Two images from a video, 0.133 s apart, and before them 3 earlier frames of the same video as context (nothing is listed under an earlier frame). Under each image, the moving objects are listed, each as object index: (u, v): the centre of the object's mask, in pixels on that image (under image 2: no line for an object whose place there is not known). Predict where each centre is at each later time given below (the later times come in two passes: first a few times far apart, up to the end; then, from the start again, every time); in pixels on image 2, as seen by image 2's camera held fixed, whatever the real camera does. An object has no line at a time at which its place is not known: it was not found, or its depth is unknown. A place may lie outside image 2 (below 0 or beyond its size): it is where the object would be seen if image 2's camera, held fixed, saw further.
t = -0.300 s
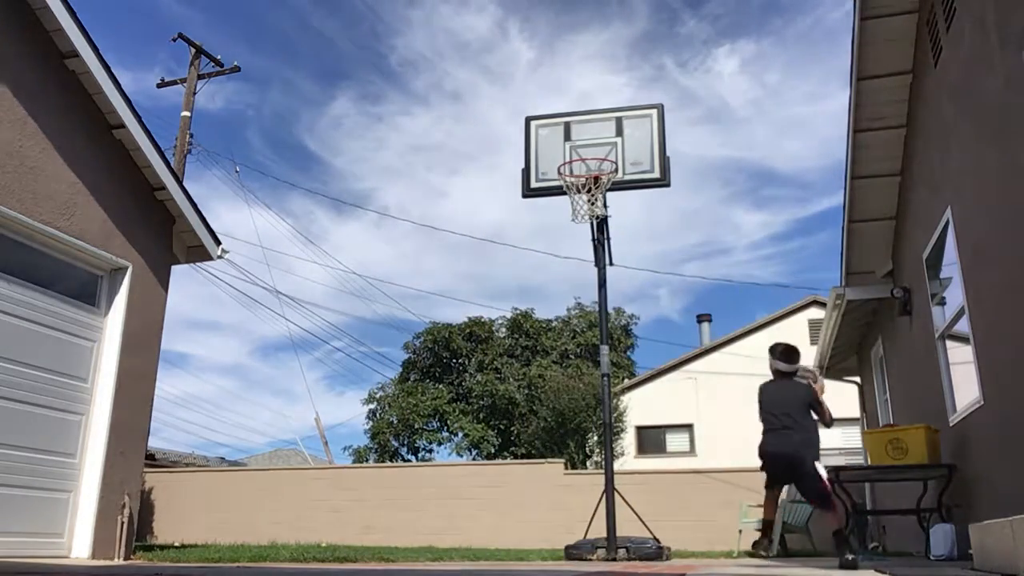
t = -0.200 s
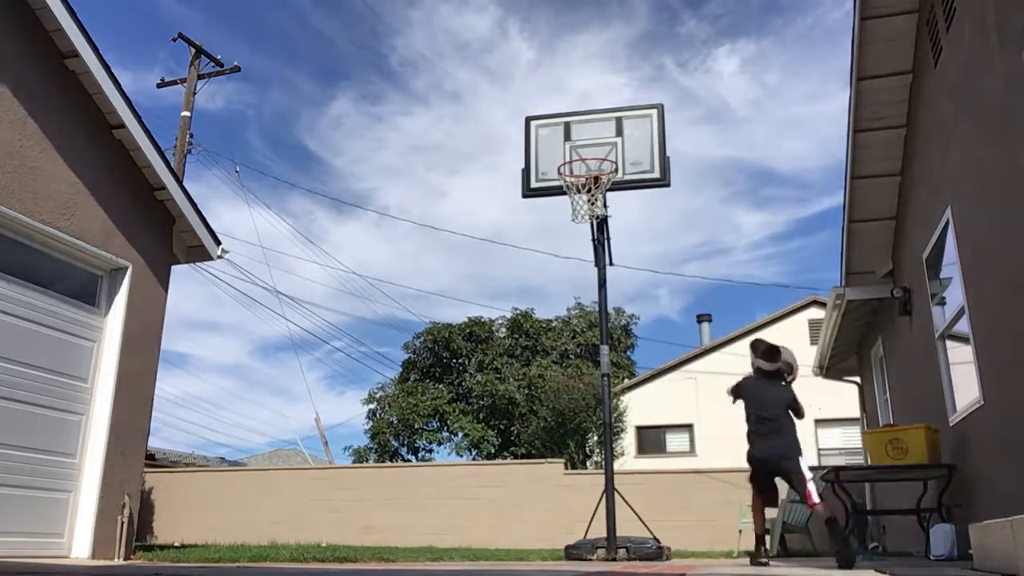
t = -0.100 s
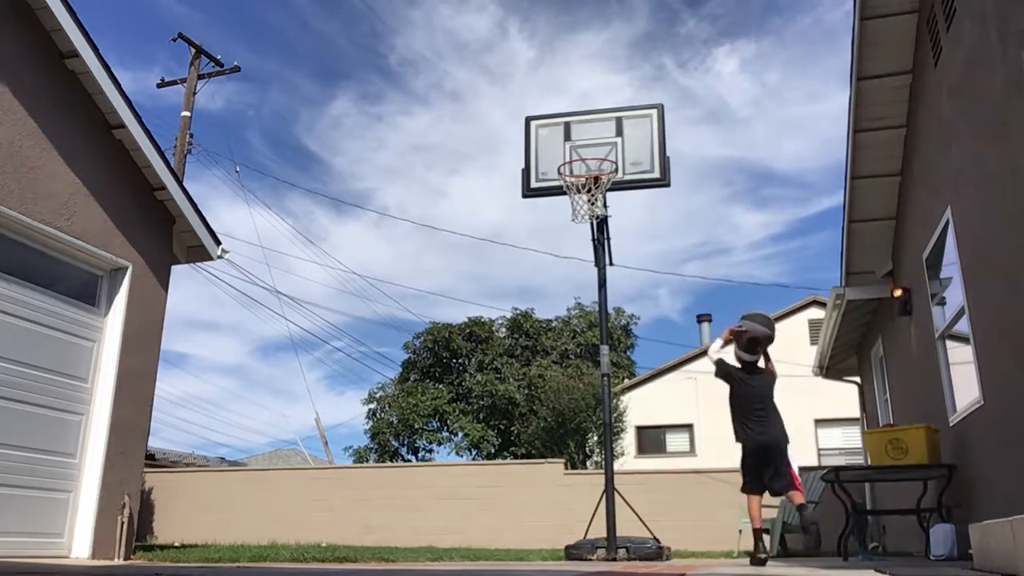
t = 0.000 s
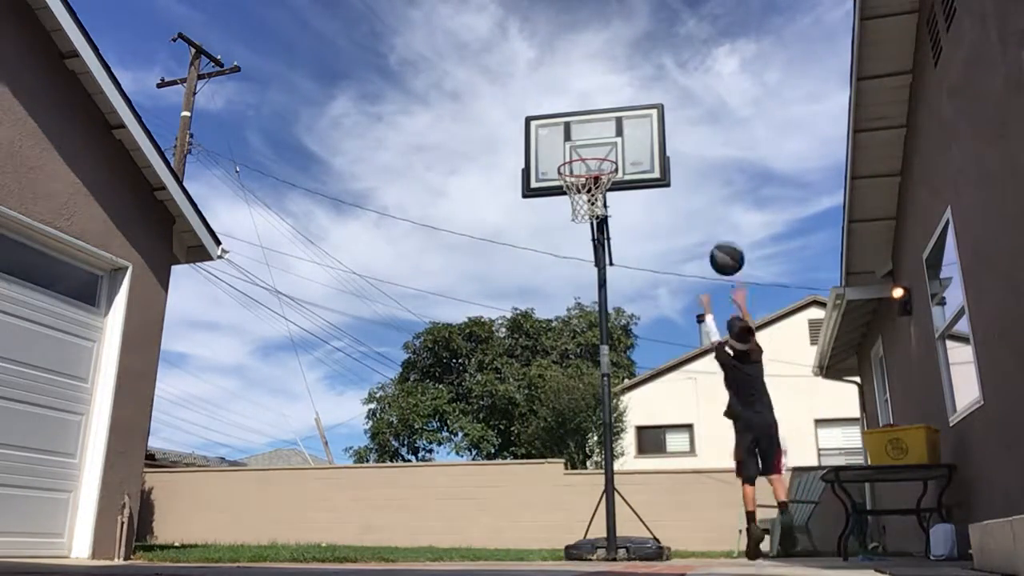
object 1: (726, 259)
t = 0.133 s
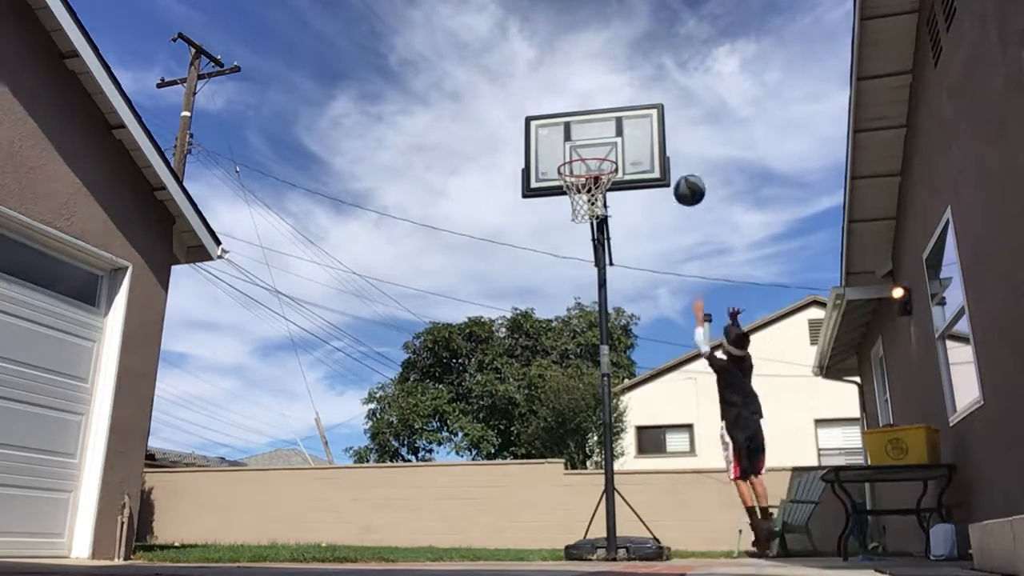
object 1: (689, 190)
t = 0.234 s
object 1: (666, 160)
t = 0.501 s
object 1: (615, 142)
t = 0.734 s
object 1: (586, 163)
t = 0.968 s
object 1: (578, 204)
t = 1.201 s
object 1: (597, 246)
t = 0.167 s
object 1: (681, 178)
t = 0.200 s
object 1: (674, 168)
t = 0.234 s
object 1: (666, 160)
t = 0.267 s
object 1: (659, 153)
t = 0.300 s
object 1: (651, 148)
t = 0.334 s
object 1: (645, 144)
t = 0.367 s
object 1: (639, 141)
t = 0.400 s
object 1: (632, 139)
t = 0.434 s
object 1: (626, 139)
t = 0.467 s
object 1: (621, 141)
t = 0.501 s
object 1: (615, 142)
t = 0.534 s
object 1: (610, 145)
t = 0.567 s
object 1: (606, 145)
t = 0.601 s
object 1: (602, 145)
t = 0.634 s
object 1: (599, 147)
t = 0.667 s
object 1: (594, 151)
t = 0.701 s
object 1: (591, 157)
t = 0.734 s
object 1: (586, 163)
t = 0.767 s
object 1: (582, 170)
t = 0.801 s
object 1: (577, 178)
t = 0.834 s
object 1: (575, 187)
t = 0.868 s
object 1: (572, 195)
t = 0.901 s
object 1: (574, 196)
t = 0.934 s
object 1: (574, 205)
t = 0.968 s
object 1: (578, 204)
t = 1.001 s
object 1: (581, 205)
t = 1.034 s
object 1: (584, 208)
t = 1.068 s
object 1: (586, 214)
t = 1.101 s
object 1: (589, 219)
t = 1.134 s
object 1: (591, 227)
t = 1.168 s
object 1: (594, 235)
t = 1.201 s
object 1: (597, 246)
